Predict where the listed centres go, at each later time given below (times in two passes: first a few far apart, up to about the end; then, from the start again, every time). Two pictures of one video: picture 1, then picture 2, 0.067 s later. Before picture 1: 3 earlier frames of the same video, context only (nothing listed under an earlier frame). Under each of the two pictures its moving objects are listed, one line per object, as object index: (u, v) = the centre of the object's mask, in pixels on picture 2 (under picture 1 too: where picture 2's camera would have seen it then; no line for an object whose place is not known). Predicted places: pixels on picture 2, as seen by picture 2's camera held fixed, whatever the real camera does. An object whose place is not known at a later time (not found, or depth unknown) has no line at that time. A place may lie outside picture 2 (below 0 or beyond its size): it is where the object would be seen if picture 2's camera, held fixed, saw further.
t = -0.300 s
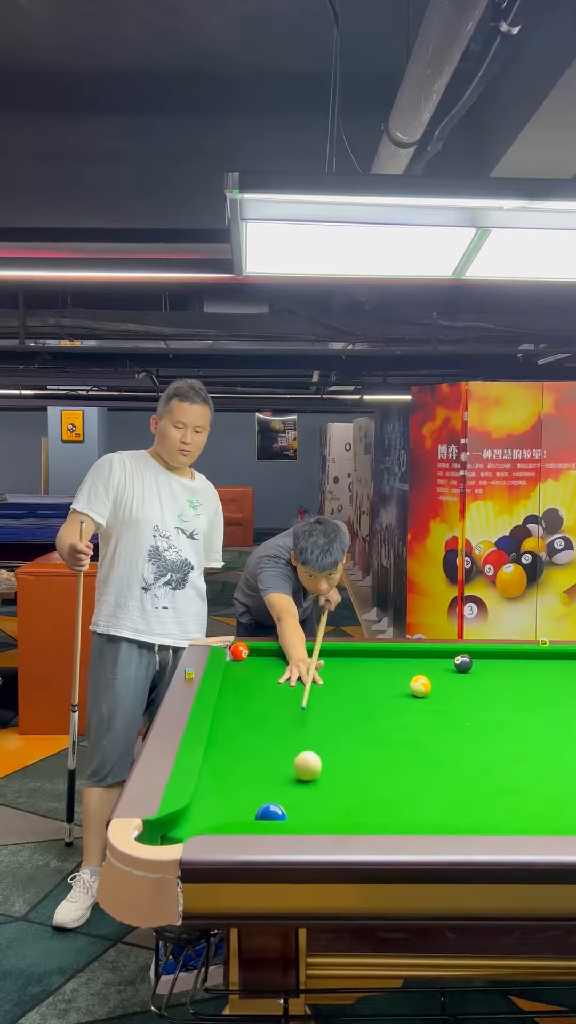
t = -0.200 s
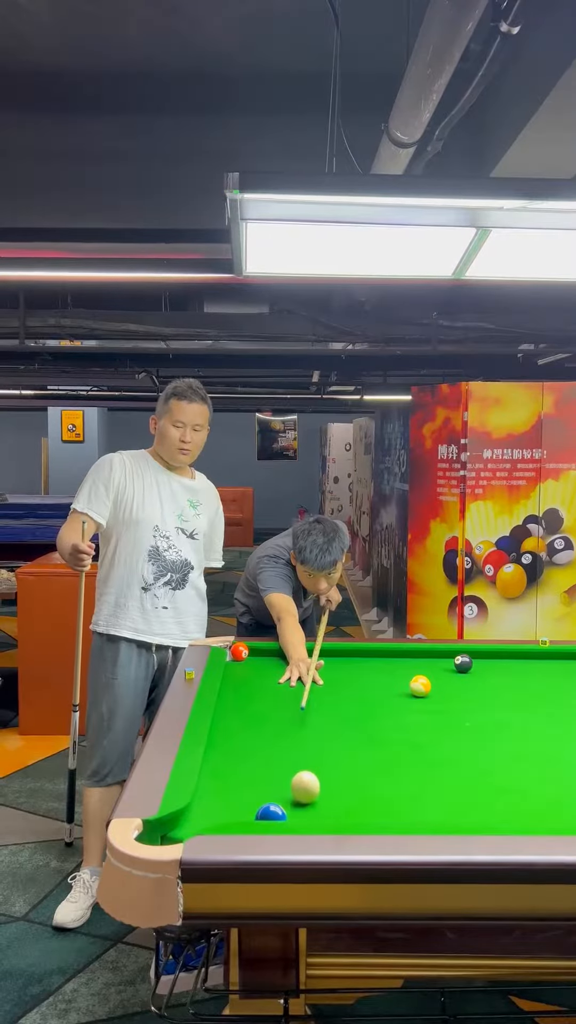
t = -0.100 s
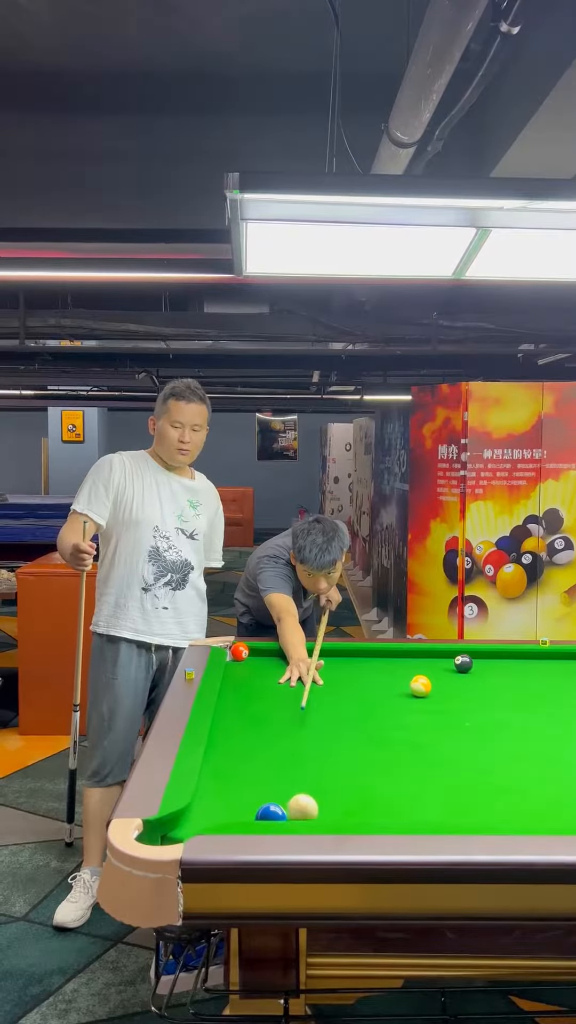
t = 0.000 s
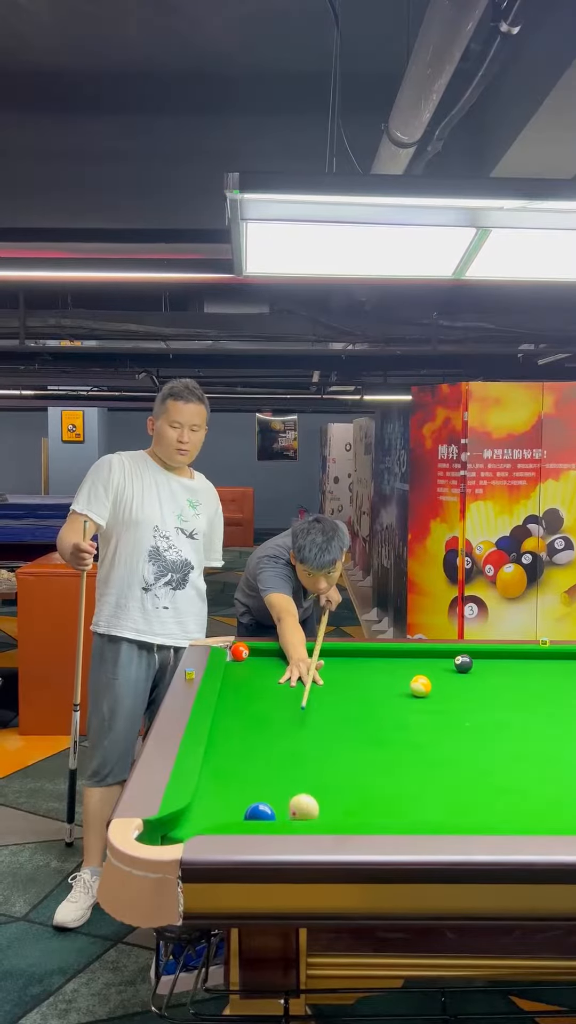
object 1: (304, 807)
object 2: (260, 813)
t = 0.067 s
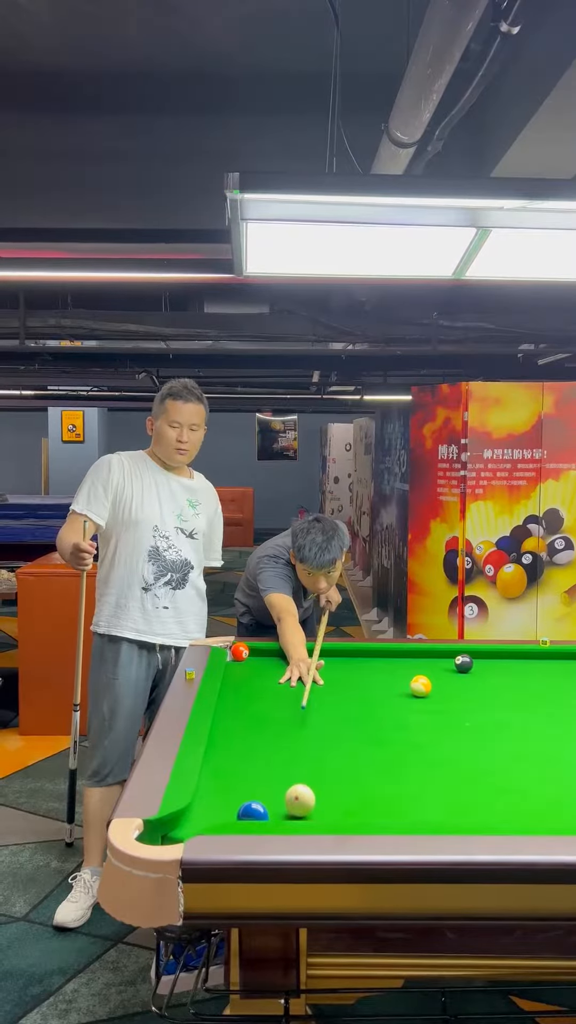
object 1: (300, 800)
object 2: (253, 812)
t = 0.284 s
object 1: (290, 777)
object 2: (229, 811)
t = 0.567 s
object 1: (279, 751)
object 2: (206, 809)
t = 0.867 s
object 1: (270, 729)
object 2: (223, 808)
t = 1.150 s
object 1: (262, 711)
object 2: (235, 807)
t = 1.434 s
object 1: (255, 697)
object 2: (243, 807)
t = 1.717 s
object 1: (250, 684)
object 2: (247, 807)
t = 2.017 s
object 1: (245, 673)
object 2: (249, 807)
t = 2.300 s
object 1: (241, 664)
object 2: (249, 807)
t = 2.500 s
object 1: (238, 659)
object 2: (249, 807)
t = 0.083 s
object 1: (299, 798)
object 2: (251, 812)
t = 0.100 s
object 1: (298, 796)
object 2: (249, 812)
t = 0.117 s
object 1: (297, 795)
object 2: (247, 812)
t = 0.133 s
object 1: (297, 793)
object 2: (245, 812)
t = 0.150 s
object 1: (296, 791)
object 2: (243, 812)
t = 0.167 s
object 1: (295, 789)
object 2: (242, 811)
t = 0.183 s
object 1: (294, 787)
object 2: (239, 811)
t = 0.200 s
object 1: (294, 785)
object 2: (238, 811)
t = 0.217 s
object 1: (293, 784)
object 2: (236, 811)
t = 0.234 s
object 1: (292, 782)
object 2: (234, 811)
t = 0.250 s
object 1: (291, 780)
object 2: (232, 811)
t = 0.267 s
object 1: (291, 779)
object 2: (231, 811)
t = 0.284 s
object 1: (290, 777)
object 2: (229, 811)
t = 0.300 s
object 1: (289, 775)
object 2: (227, 811)
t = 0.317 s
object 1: (289, 773)
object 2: (225, 810)
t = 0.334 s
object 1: (288, 772)
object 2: (224, 810)
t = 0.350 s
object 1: (287, 770)
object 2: (222, 810)
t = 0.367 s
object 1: (287, 769)
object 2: (221, 810)
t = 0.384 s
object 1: (286, 767)
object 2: (219, 810)
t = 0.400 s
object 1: (285, 766)
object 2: (217, 810)
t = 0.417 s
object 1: (285, 764)
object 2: (216, 810)
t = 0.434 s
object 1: (284, 763)
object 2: (214, 810)
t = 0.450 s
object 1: (283, 761)
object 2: (213, 810)
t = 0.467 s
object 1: (283, 760)
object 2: (211, 810)
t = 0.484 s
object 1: (282, 758)
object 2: (209, 810)
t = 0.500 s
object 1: (282, 756)
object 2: (208, 810)
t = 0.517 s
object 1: (281, 755)
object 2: (206, 810)
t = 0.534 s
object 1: (281, 754)
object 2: (205, 810)
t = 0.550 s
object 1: (280, 752)
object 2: (205, 810)
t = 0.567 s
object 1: (279, 751)
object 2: (206, 809)
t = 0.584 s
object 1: (279, 750)
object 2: (207, 810)
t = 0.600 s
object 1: (278, 748)
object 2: (208, 810)
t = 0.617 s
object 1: (278, 747)
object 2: (209, 810)
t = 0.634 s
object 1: (277, 746)
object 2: (210, 809)
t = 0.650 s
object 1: (276, 745)
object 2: (211, 809)
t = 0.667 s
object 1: (276, 743)
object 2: (212, 809)
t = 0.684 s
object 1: (275, 742)
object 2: (213, 809)
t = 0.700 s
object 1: (275, 741)
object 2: (214, 809)
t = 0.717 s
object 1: (274, 740)
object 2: (215, 809)
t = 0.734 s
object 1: (274, 738)
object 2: (216, 809)
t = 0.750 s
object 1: (273, 737)
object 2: (216, 809)
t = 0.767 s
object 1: (272, 736)
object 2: (217, 809)
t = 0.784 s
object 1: (272, 735)
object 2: (218, 808)
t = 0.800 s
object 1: (272, 733)
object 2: (219, 808)
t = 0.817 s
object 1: (271, 732)
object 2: (220, 808)
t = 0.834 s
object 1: (271, 731)
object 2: (221, 808)
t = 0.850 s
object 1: (270, 730)
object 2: (222, 808)
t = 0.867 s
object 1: (270, 729)
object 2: (223, 808)
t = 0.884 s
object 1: (269, 728)
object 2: (223, 808)
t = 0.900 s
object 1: (269, 727)
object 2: (224, 808)
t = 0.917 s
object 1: (268, 726)
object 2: (225, 808)
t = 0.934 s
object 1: (268, 724)
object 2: (226, 808)
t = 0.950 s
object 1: (267, 723)
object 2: (227, 808)
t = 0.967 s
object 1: (267, 722)
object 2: (227, 808)
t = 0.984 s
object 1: (266, 721)
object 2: (228, 808)
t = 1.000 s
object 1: (266, 720)
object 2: (229, 808)
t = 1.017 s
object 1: (265, 719)
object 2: (229, 808)
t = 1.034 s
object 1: (265, 718)
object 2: (230, 808)
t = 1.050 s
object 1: (264, 717)
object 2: (231, 808)
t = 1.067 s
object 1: (264, 716)
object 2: (231, 808)
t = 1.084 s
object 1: (264, 715)
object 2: (232, 807)
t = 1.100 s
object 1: (263, 714)
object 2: (233, 807)
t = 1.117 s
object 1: (263, 713)
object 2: (233, 807)
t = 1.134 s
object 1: (262, 712)
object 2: (234, 807)
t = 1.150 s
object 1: (262, 711)
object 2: (235, 807)
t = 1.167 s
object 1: (261, 711)
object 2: (235, 807)
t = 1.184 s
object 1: (261, 710)
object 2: (236, 807)
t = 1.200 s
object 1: (261, 709)
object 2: (236, 807)
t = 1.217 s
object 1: (260, 708)
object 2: (237, 807)
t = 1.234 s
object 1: (260, 707)
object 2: (237, 807)
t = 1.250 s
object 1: (259, 706)
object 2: (238, 807)
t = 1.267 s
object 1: (259, 705)
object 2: (238, 807)
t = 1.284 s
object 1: (259, 704)
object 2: (239, 807)
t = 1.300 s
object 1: (258, 703)
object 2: (239, 807)
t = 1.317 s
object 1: (258, 703)
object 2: (240, 807)
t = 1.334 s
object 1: (257, 702)
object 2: (240, 807)
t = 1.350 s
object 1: (257, 701)
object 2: (241, 807)
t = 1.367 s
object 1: (257, 700)
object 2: (241, 807)
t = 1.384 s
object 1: (256, 699)
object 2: (241, 807)
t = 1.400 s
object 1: (256, 699)
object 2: (242, 807)
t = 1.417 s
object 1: (256, 698)
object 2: (242, 807)
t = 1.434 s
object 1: (255, 697)
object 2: (243, 807)
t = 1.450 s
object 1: (255, 696)
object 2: (243, 807)
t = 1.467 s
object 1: (255, 695)
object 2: (243, 807)
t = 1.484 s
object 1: (254, 694)
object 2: (244, 807)
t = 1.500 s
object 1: (254, 694)
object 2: (244, 807)
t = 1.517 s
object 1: (254, 693)
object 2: (244, 807)
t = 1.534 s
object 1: (254, 692)
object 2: (245, 807)
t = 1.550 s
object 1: (253, 691)
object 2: (245, 807)
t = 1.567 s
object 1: (253, 691)
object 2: (245, 807)
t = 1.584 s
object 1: (252, 690)
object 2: (245, 807)
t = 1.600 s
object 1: (252, 689)
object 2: (246, 807)
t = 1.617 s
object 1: (252, 689)
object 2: (246, 807)
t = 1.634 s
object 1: (252, 688)
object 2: (246, 807)
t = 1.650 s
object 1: (251, 687)
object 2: (246, 807)
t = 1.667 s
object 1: (251, 686)
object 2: (247, 807)
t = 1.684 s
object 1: (251, 686)
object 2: (247, 807)
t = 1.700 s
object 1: (250, 685)
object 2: (247, 807)
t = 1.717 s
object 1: (250, 684)
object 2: (247, 807)
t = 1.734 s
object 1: (250, 684)
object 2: (247, 807)
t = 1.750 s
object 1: (249, 683)
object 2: (248, 807)
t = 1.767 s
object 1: (249, 682)
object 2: (248, 807)
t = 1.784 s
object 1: (249, 682)
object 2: (248, 807)
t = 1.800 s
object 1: (249, 681)
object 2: (248, 807)
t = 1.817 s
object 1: (248, 680)
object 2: (248, 807)
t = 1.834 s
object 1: (248, 680)
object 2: (249, 807)
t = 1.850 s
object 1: (248, 679)
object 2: (249, 807)
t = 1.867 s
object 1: (248, 678)
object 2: (249, 807)
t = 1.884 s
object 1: (247, 678)
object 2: (249, 807)
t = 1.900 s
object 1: (247, 677)
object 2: (249, 807)
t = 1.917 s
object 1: (247, 677)
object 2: (249, 807)
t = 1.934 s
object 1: (246, 676)
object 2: (249, 807)
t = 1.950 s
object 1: (246, 675)
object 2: (249, 807)
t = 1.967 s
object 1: (246, 675)
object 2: (249, 807)
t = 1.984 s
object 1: (246, 674)
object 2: (249, 807)
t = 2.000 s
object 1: (245, 673)
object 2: (249, 807)
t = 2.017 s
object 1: (245, 673)
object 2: (249, 807)
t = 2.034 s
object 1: (245, 672)
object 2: (249, 807)
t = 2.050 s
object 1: (245, 672)
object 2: (249, 807)
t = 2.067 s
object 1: (244, 671)
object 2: (249, 807)
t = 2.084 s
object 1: (244, 671)
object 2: (249, 807)
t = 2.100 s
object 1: (244, 670)
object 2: (249, 807)
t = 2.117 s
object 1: (244, 670)
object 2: (249, 807)
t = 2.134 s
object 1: (243, 669)
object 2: (249, 807)
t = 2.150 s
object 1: (243, 669)
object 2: (249, 807)
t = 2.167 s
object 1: (243, 668)
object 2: (249, 807)
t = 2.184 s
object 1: (242, 668)
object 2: (249, 807)
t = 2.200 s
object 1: (242, 667)
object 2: (249, 807)
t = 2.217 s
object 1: (242, 667)
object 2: (249, 807)
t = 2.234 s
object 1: (241, 666)
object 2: (249, 807)
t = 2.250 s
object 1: (241, 666)
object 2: (249, 807)
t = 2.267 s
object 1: (241, 665)
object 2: (249, 807)
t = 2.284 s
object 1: (241, 665)
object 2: (249, 807)
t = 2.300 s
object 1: (241, 664)
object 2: (249, 807)
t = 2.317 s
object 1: (240, 664)
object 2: (249, 807)
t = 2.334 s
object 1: (240, 663)
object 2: (249, 807)
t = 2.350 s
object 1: (240, 663)
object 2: (249, 807)
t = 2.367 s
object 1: (240, 662)
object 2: (249, 807)
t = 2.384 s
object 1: (240, 662)
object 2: (249, 807)
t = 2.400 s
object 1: (239, 661)
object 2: (249, 807)
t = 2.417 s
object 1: (239, 660)
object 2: (249, 807)
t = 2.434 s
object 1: (239, 660)
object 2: (249, 807)
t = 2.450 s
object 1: (239, 660)
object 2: (249, 807)
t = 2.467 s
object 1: (239, 659)
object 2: (249, 807)
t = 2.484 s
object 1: (238, 659)
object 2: (249, 807)
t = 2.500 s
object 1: (238, 659)
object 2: (249, 807)
